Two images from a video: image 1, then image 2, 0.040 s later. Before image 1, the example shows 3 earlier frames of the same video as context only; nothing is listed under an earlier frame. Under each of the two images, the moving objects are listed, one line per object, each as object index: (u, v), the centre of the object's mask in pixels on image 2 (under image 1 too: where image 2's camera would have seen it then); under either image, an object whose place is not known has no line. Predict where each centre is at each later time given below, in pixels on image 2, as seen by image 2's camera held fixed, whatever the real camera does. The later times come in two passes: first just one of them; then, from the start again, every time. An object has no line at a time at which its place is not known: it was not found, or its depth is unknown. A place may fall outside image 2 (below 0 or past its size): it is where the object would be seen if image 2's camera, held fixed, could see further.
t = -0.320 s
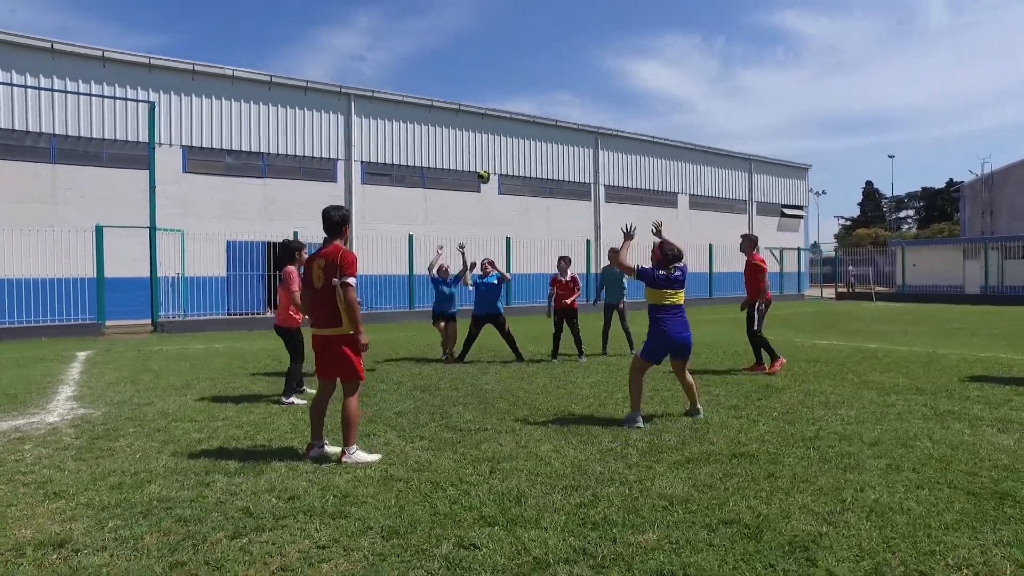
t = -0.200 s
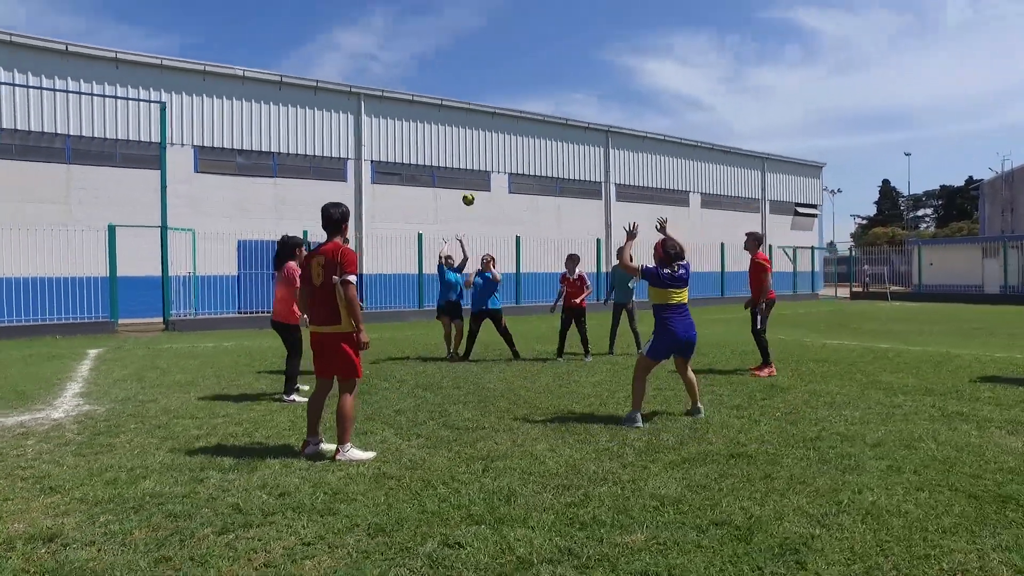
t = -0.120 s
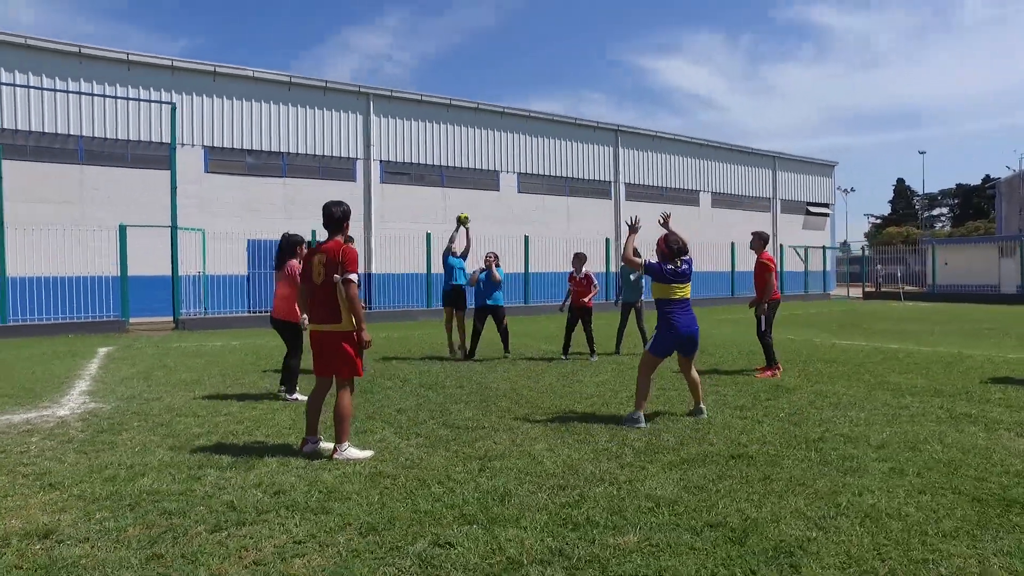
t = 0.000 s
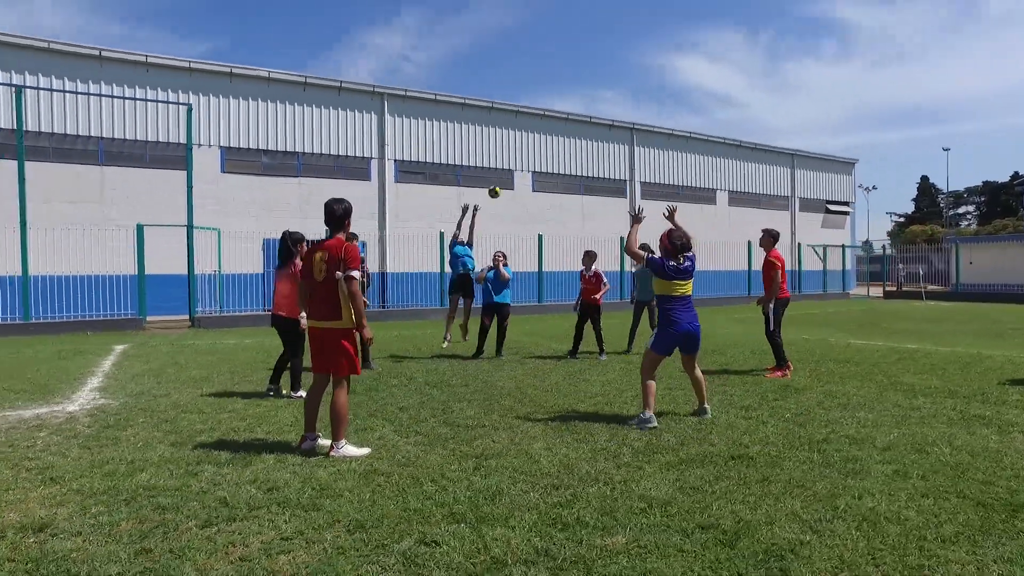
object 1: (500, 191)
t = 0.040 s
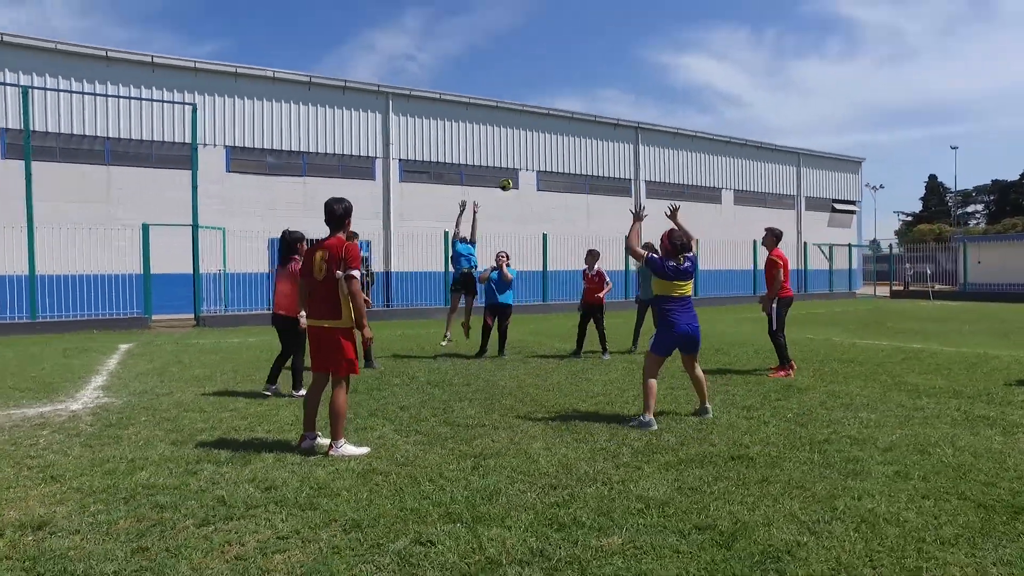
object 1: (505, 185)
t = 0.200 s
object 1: (529, 170)
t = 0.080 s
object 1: (511, 180)
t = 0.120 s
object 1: (517, 175)
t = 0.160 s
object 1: (523, 172)
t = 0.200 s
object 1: (529, 170)
